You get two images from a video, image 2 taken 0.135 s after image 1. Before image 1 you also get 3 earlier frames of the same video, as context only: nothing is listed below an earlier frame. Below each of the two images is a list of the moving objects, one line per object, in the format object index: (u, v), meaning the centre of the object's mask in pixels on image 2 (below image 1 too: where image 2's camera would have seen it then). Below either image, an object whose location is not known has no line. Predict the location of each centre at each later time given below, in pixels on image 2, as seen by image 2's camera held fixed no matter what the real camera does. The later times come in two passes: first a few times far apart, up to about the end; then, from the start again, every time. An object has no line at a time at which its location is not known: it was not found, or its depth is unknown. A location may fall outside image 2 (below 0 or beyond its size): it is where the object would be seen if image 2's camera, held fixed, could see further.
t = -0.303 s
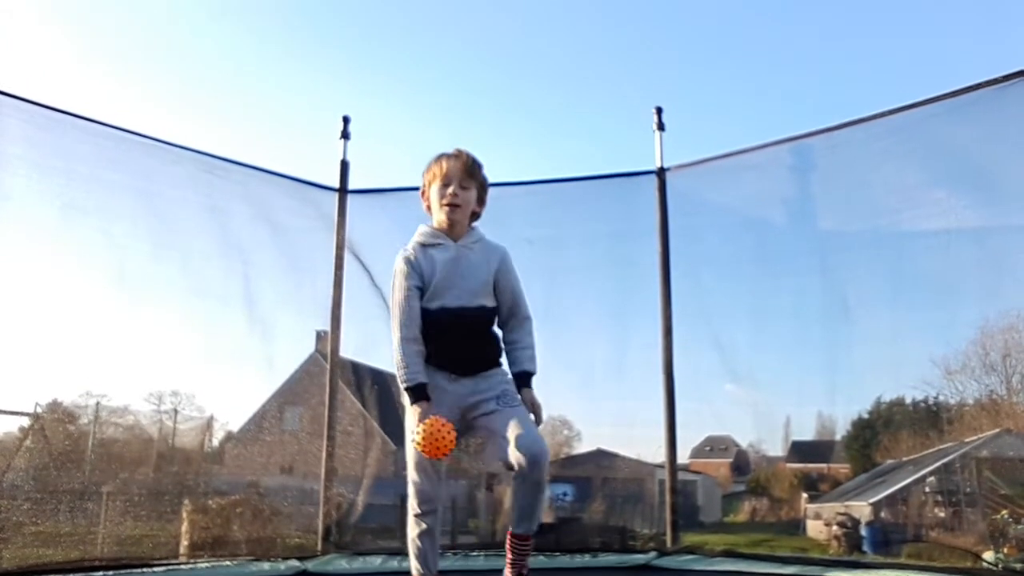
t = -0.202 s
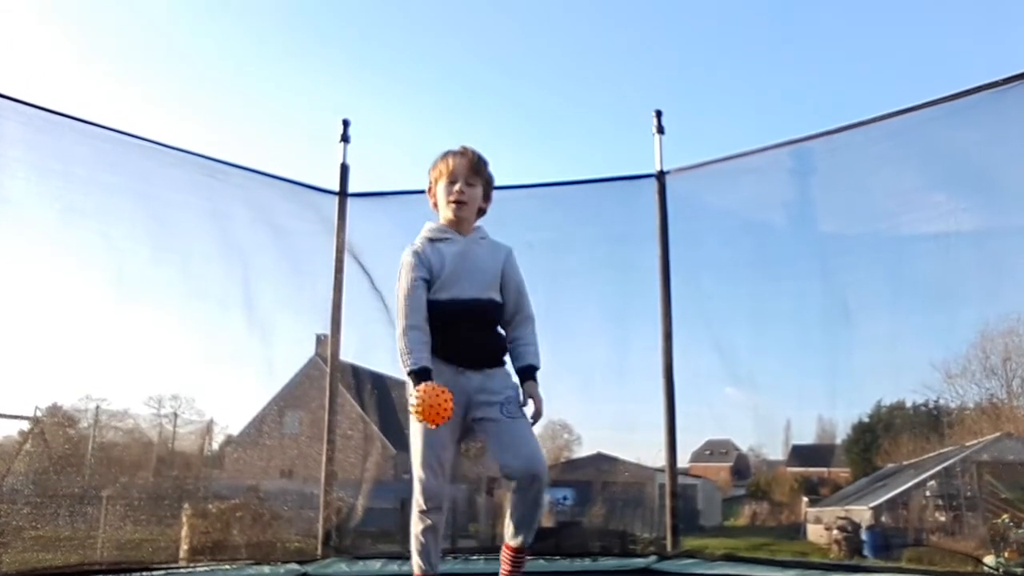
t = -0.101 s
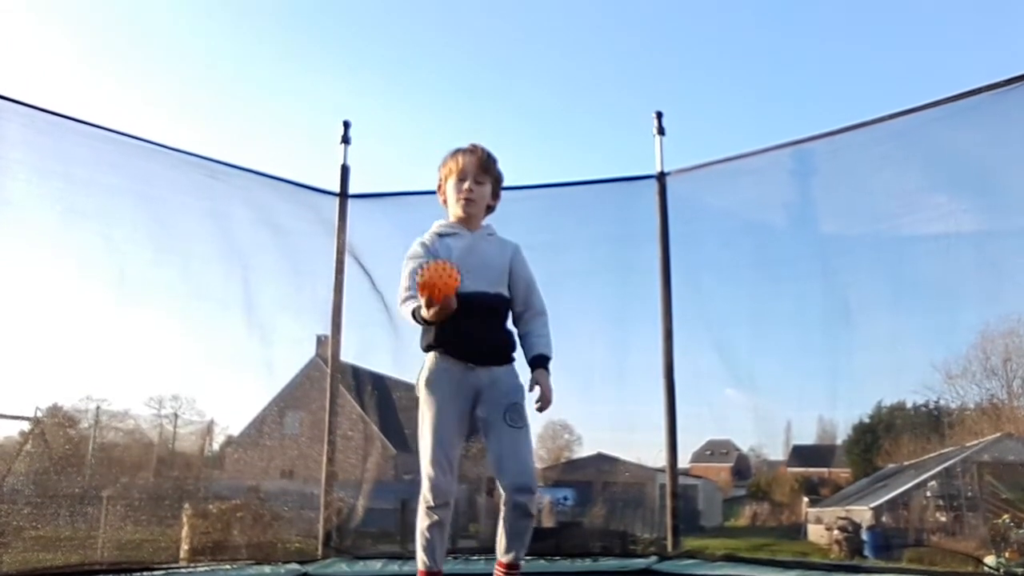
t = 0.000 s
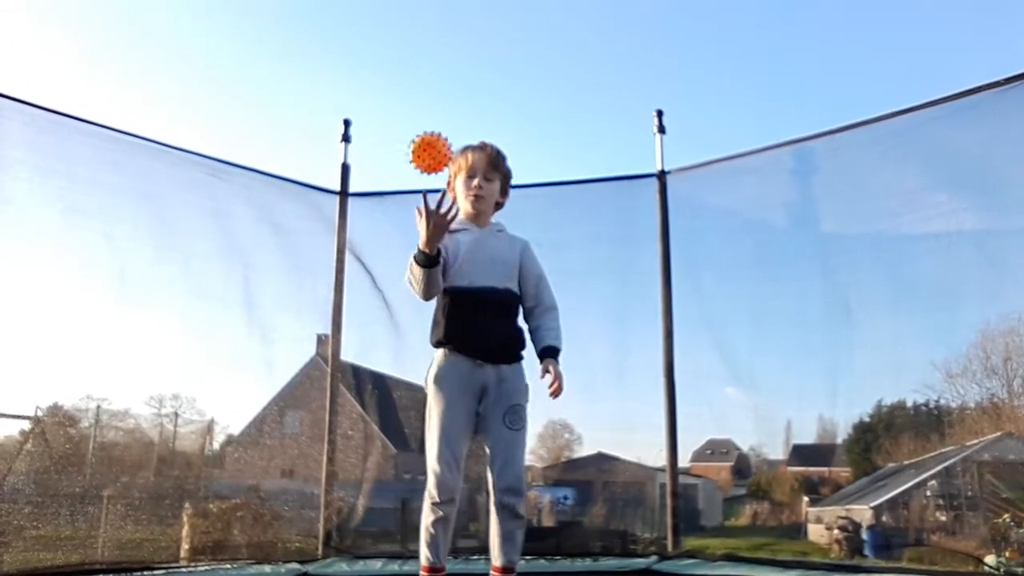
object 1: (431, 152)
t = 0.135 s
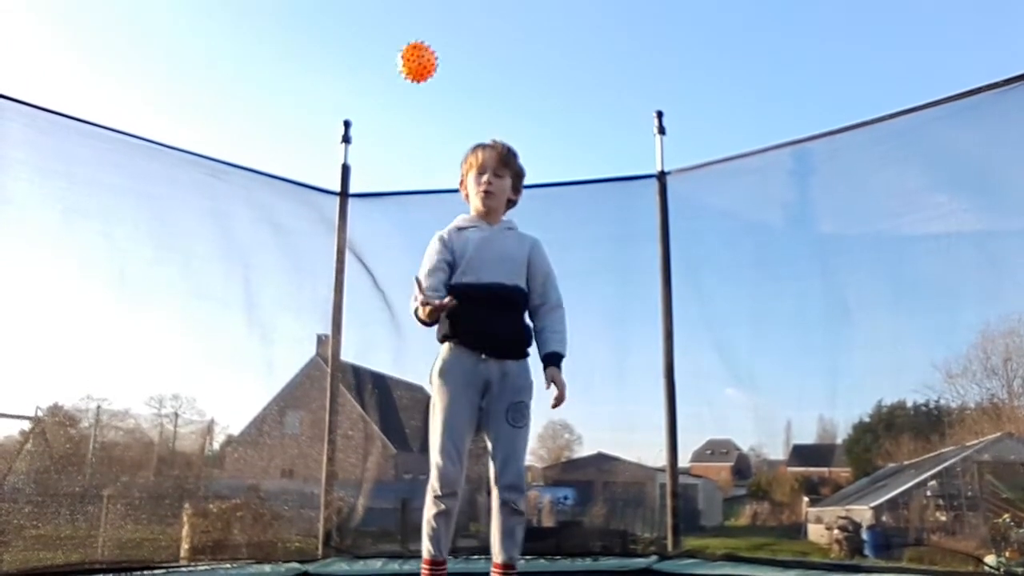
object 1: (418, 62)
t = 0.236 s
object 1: (406, 36)
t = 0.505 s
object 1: (374, 117)
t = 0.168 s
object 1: (413, 49)
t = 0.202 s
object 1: (410, 40)
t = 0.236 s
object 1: (406, 36)
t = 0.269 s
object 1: (403, 35)
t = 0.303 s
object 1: (399, 38)
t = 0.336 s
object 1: (395, 43)
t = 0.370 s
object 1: (391, 51)
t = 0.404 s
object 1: (387, 62)
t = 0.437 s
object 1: (383, 77)
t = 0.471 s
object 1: (378, 95)
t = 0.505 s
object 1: (374, 117)
